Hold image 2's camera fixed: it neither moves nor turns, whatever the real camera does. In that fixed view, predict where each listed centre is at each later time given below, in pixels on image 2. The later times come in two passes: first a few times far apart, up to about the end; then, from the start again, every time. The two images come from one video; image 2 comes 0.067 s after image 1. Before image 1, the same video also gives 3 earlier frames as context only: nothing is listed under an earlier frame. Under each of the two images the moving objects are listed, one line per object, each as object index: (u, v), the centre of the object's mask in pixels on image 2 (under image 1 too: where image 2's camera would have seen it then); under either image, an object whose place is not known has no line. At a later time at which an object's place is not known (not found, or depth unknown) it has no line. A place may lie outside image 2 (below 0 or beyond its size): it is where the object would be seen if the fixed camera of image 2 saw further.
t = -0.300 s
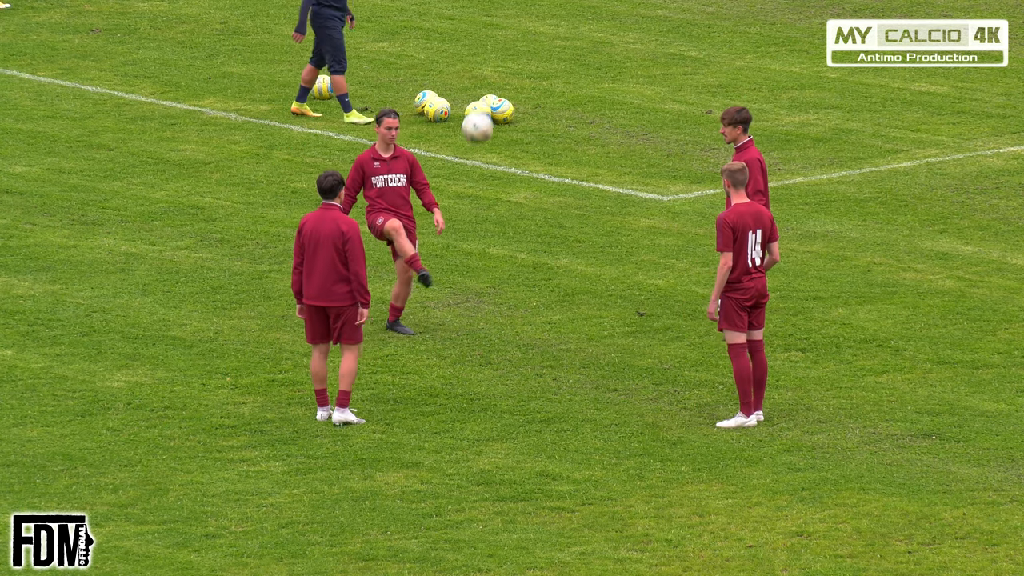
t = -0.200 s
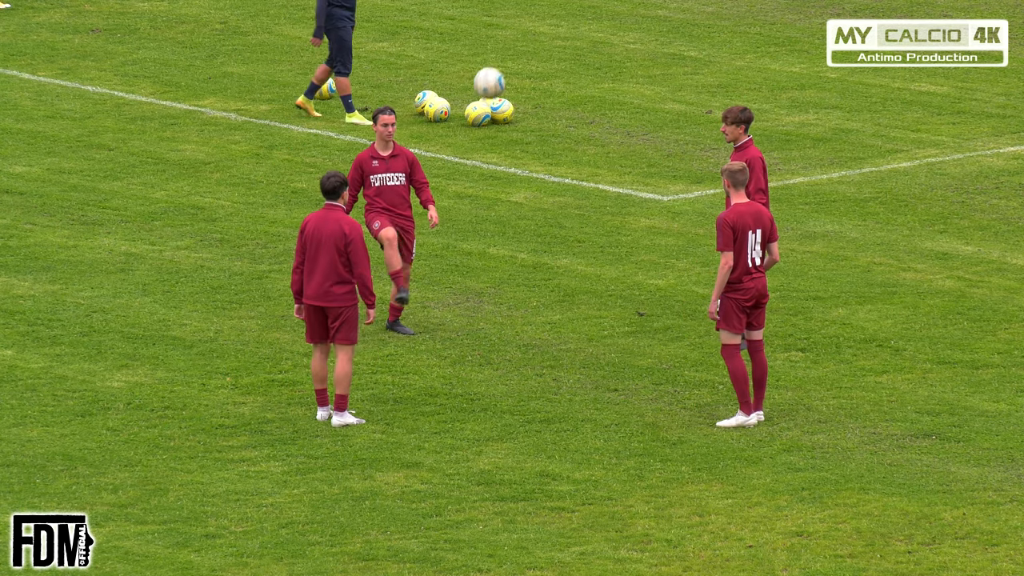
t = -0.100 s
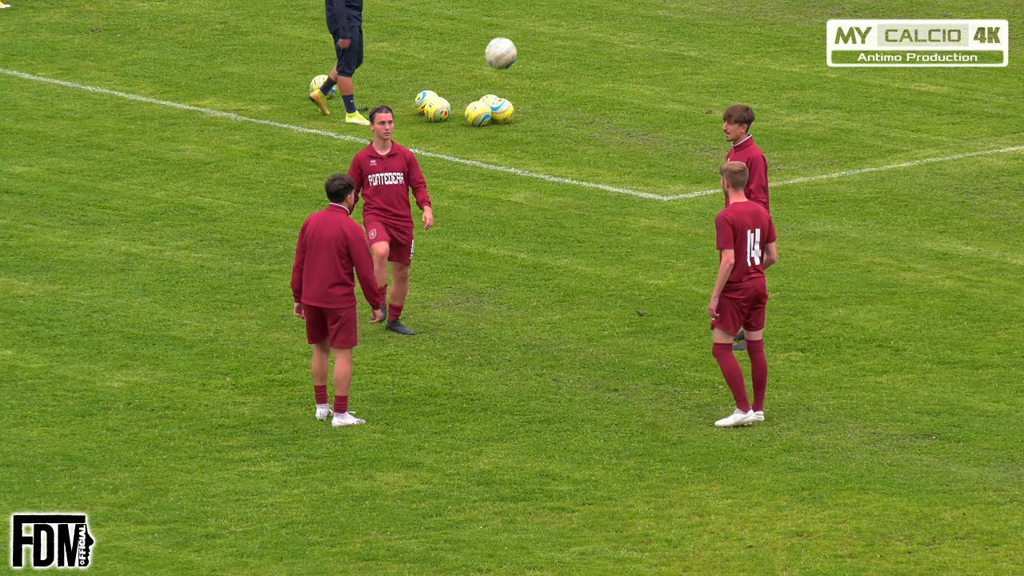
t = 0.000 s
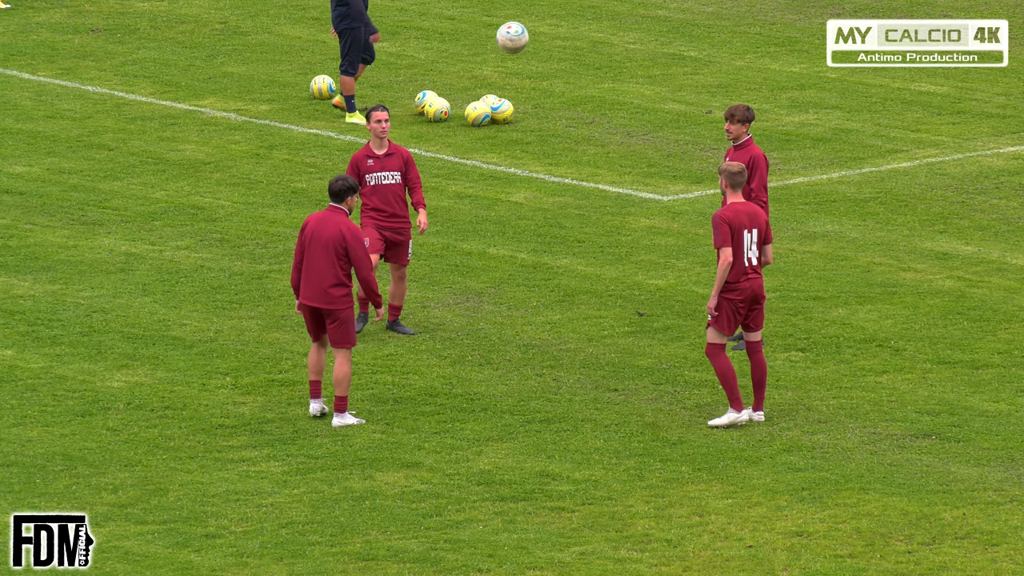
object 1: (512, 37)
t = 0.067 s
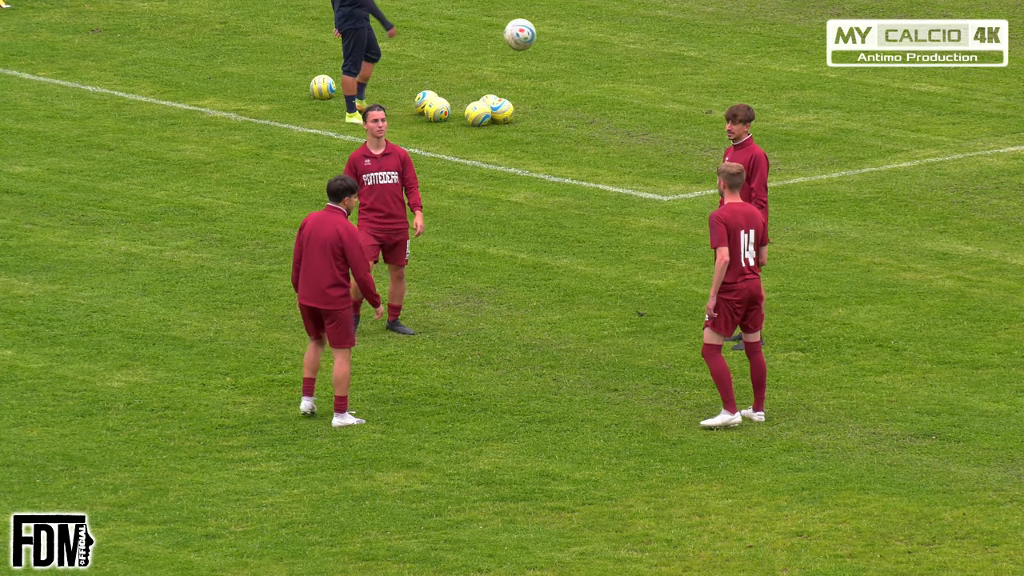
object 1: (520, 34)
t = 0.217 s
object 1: (537, 50)
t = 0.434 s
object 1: (563, 130)
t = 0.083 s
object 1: (522, 35)
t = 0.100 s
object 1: (524, 35)
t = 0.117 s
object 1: (526, 36)
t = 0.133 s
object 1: (528, 38)
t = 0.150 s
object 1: (530, 39)
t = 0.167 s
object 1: (531, 41)
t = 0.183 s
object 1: (534, 44)
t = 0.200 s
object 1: (535, 47)
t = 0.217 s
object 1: (537, 50)
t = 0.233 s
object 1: (539, 54)
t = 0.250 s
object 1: (541, 58)
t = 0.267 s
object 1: (544, 62)
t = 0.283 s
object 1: (546, 67)
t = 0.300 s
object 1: (547, 73)
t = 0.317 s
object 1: (549, 78)
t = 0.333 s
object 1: (551, 84)
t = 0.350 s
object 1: (553, 91)
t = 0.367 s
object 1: (555, 98)
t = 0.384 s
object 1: (558, 105)
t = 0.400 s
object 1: (559, 113)
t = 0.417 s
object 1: (561, 121)
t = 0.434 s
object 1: (563, 130)
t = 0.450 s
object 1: (565, 139)
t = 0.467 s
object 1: (567, 148)
